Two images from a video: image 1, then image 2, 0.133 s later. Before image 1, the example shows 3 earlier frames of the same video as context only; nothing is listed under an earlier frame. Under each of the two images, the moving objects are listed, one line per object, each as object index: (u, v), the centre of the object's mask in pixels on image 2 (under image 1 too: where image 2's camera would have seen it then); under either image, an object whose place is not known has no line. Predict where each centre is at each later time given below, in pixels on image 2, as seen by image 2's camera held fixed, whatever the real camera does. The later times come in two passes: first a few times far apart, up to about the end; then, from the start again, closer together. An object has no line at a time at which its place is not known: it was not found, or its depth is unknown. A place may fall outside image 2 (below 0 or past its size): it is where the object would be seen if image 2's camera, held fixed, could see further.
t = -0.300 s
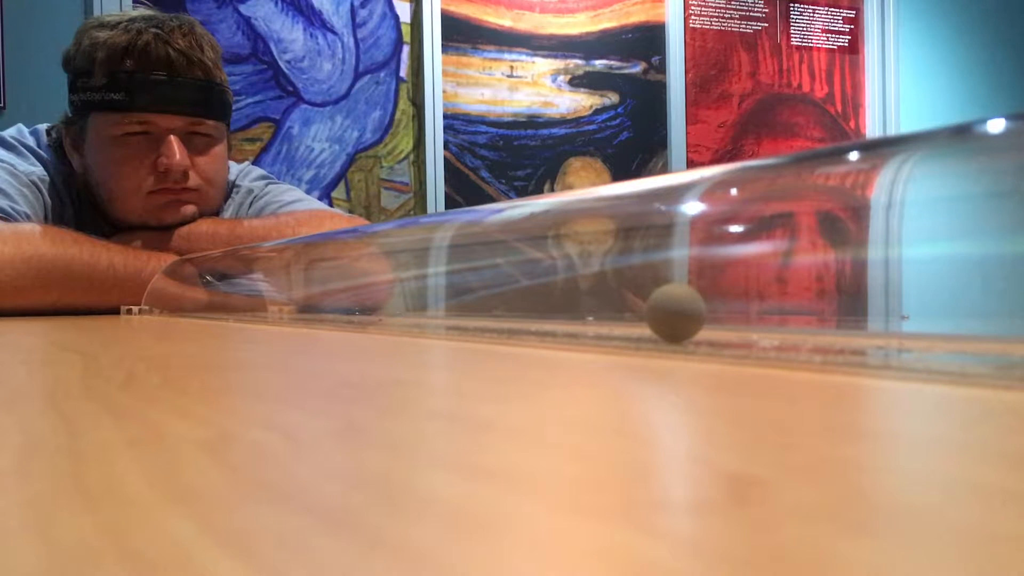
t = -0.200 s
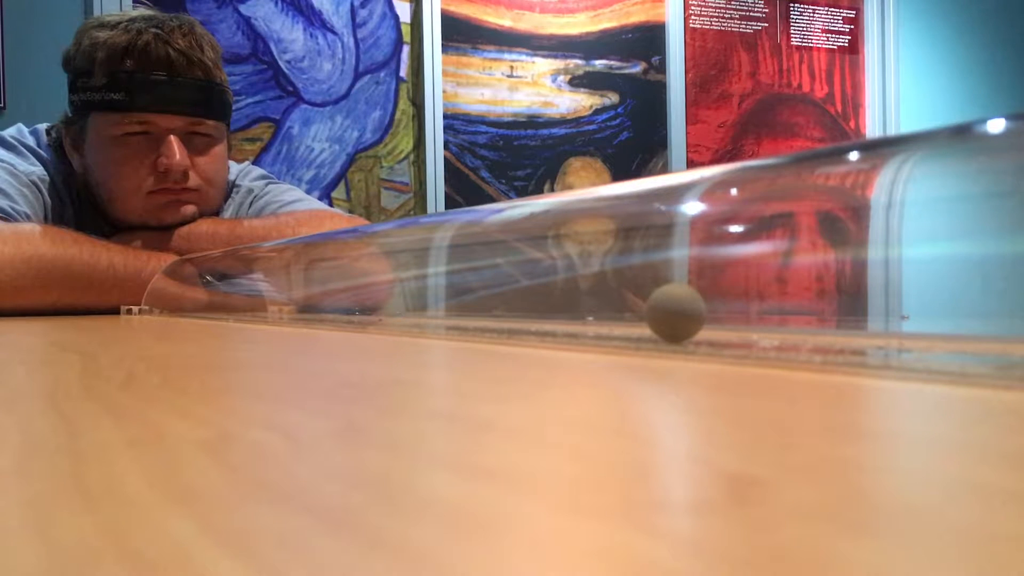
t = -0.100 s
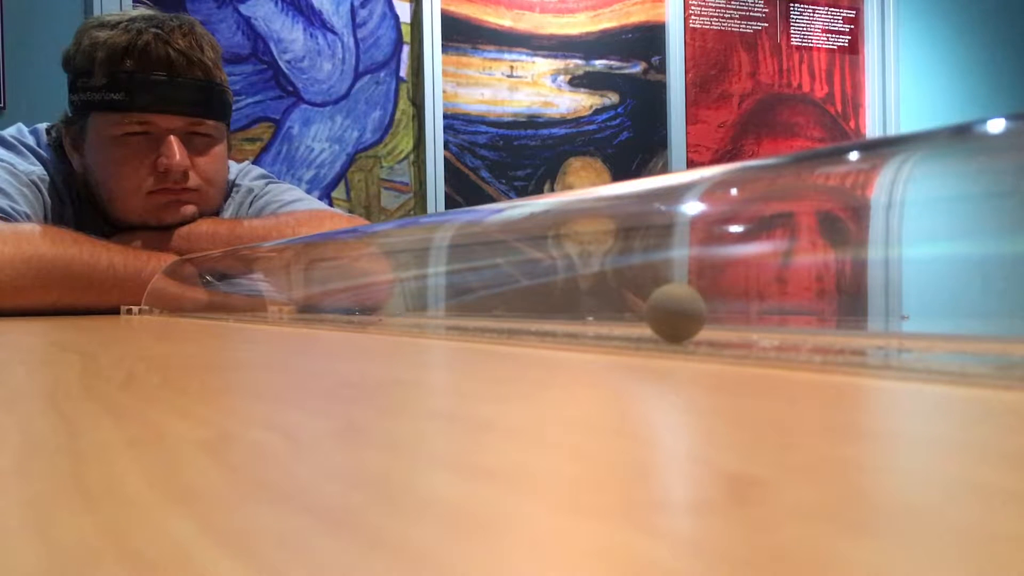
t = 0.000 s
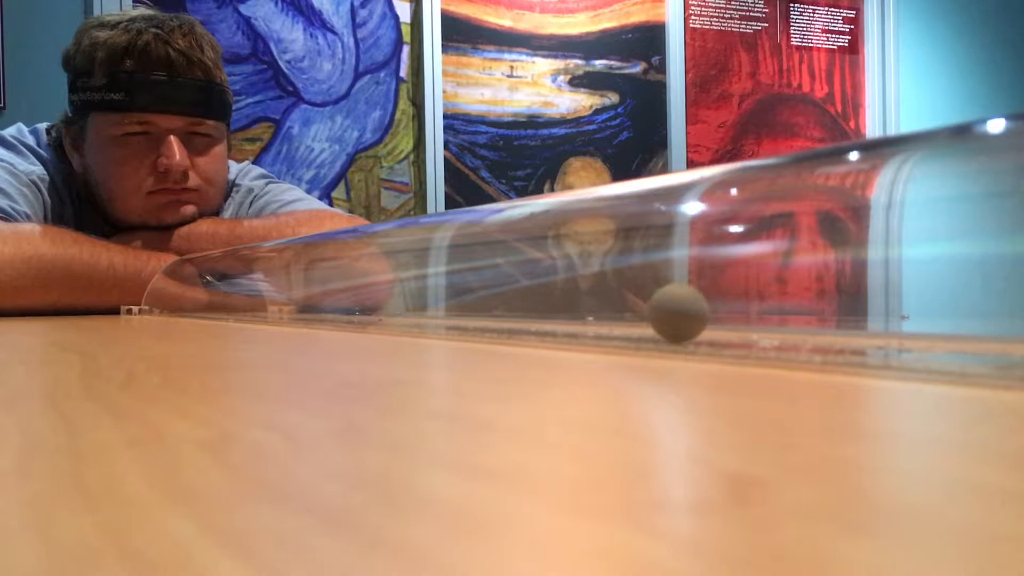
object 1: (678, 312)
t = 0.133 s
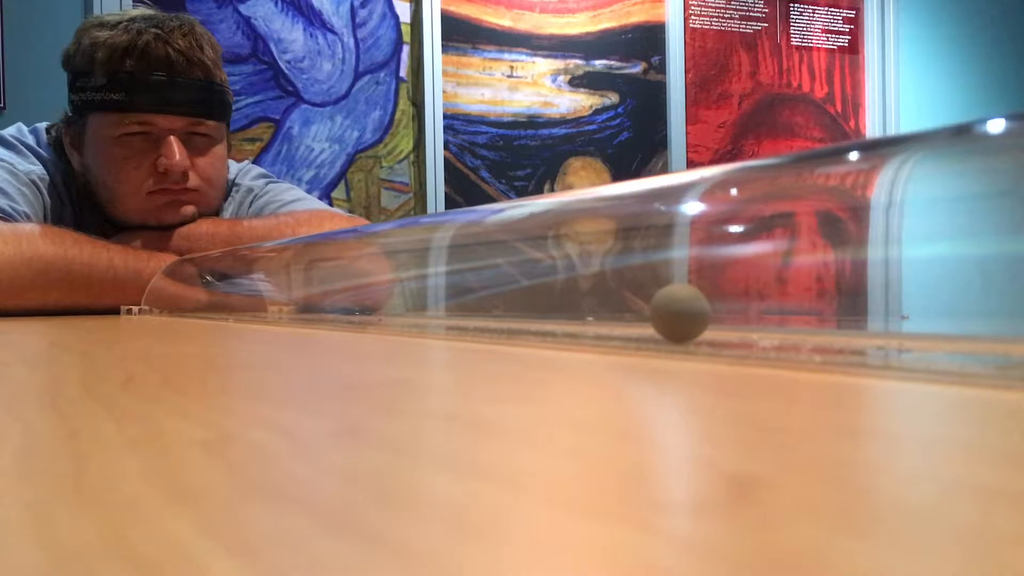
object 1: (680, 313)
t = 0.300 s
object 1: (684, 313)
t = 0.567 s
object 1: (692, 312)
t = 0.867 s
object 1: (695, 313)
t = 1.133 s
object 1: (699, 313)
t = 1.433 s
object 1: (699, 313)
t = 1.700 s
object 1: (694, 313)
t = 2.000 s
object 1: (695, 313)
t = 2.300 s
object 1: (699, 313)
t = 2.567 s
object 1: (703, 313)
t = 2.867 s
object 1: (712, 313)
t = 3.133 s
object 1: (711, 313)
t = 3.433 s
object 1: (709, 313)
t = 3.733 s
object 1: (699, 313)
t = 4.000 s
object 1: (699, 313)
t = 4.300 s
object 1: (699, 313)
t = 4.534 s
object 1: (713, 313)
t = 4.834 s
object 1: (721, 313)
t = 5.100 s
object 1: (732, 314)
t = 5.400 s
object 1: (738, 314)
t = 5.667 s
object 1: (749, 314)
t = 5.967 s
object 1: (762, 314)
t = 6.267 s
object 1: (787, 315)
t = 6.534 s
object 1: (798, 315)
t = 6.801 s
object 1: (823, 316)
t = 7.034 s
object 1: (835, 316)
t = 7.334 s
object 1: (846, 316)
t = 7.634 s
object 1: (853, 316)
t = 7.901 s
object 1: (857, 316)
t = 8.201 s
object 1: (859, 316)
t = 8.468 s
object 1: (860, 316)
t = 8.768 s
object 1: (855, 316)
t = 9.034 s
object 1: (850, 316)
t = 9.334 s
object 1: (848, 316)
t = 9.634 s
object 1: (853, 316)
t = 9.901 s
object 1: (871, 317)
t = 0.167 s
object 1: (681, 313)
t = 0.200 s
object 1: (682, 313)
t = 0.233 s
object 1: (683, 313)
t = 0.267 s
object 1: (684, 313)
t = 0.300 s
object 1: (684, 313)
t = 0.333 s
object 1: (684, 312)
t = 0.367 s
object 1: (685, 313)
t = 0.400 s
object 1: (686, 313)
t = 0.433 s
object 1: (688, 313)
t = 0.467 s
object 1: (688, 313)
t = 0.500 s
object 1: (689, 313)
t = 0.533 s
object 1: (690, 313)
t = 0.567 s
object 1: (692, 312)
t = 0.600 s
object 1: (693, 313)
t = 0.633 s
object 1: (693, 313)
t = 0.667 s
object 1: (693, 313)
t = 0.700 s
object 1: (694, 313)
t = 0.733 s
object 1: (694, 313)
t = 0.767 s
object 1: (694, 313)
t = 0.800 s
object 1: (694, 313)
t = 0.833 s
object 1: (695, 313)
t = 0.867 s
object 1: (695, 313)
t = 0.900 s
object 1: (697, 313)
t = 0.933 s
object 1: (698, 313)
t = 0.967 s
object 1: (698, 313)
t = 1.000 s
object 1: (698, 313)
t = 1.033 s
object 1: (698, 313)
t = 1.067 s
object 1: (698, 313)
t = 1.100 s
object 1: (699, 313)
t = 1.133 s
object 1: (699, 313)
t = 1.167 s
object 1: (699, 313)
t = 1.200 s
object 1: (699, 313)
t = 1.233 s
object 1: (699, 313)
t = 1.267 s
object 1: (699, 313)
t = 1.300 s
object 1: (698, 313)
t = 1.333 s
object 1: (699, 313)
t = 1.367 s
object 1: (698, 313)
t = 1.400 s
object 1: (699, 313)
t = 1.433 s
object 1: (699, 313)
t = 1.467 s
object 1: (699, 313)
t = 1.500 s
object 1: (698, 313)
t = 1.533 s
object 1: (698, 313)
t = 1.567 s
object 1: (698, 313)
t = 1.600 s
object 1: (698, 313)
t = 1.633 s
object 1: (695, 313)
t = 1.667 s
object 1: (694, 313)
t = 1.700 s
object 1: (694, 313)
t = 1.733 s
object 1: (694, 313)
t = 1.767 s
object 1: (694, 313)
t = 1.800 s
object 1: (694, 313)
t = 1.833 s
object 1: (694, 313)
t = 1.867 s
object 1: (694, 313)
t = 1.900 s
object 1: (694, 313)
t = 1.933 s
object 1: (694, 313)
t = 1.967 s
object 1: (695, 313)
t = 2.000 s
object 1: (695, 313)
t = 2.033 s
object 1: (695, 313)
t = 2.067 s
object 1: (696, 313)
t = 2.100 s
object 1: (699, 313)
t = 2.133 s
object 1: (699, 313)
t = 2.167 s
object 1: (698, 313)
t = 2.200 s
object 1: (698, 313)
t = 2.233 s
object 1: (698, 313)
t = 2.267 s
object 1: (699, 313)
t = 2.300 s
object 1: (699, 313)
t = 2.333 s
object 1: (699, 313)
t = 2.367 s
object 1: (700, 313)
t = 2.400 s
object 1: (701, 313)
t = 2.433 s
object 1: (702, 313)
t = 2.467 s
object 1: (702, 313)
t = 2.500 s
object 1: (702, 313)
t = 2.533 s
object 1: (702, 313)
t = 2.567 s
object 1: (703, 313)
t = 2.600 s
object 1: (703, 313)
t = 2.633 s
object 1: (706, 313)
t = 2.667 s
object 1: (708, 313)
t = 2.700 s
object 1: (712, 313)
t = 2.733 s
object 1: (712, 313)
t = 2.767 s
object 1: (710, 313)
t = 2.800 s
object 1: (710, 313)
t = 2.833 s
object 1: (711, 313)
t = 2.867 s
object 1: (712, 313)
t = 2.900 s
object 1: (711, 313)
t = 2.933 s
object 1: (712, 313)
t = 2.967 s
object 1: (712, 313)
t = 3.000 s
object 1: (711, 313)
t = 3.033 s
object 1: (711, 313)
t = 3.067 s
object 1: (712, 313)
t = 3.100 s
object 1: (711, 313)
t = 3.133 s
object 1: (711, 313)
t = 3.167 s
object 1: (711, 313)
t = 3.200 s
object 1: (711, 313)
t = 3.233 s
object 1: (711, 313)
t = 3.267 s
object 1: (710, 313)
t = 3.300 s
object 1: (710, 314)
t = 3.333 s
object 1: (709, 313)
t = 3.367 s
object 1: (709, 313)
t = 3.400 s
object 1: (710, 313)
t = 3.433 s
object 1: (709, 313)
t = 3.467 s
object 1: (709, 313)
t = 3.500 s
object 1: (708, 313)
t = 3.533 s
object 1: (706, 313)
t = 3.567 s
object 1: (699, 313)
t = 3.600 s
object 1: (699, 313)
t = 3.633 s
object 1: (700, 313)
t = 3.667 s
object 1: (700, 313)
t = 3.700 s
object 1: (699, 313)
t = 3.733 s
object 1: (699, 313)
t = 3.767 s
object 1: (699, 313)
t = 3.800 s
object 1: (699, 313)
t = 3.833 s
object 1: (699, 313)
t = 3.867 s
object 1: (699, 313)
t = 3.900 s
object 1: (699, 313)
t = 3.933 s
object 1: (699, 313)
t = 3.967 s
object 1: (699, 313)
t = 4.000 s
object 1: (699, 313)
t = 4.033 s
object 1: (699, 313)
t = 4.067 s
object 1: (699, 313)
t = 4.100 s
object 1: (699, 313)
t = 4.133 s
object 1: (699, 313)
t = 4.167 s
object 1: (699, 313)
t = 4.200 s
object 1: (699, 313)
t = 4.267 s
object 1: (699, 313)
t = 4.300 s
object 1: (699, 313)
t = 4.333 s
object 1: (699, 313)
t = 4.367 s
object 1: (702, 313)
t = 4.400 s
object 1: (704, 313)
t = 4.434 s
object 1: (705, 313)
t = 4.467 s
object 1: (711, 313)
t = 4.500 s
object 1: (713, 313)
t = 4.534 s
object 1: (713, 313)
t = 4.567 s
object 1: (713, 313)
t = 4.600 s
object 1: (713, 313)
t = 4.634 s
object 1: (714, 313)
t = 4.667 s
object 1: (716, 313)
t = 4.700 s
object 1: (717, 313)
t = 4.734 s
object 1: (719, 313)
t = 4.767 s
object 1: (719, 313)
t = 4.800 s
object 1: (720, 313)
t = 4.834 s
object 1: (721, 313)
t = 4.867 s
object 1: (722, 313)
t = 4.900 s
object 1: (723, 313)
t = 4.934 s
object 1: (726, 313)
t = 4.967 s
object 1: (728, 314)
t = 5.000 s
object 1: (728, 313)
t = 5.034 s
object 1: (729, 314)
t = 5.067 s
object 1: (731, 314)
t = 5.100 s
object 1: (732, 314)
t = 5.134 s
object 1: (732, 314)
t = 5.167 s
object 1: (733, 314)
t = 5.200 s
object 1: (734, 314)
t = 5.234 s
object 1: (735, 314)
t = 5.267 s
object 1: (736, 314)
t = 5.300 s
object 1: (736, 314)
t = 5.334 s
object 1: (737, 314)
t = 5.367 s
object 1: (737, 314)
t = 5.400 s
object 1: (738, 314)
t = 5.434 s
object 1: (738, 314)
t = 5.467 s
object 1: (739, 314)
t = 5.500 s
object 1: (739, 314)
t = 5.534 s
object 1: (740, 314)
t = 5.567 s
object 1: (741, 314)
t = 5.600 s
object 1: (745, 314)
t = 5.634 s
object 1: (746, 314)
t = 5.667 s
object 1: (749, 314)
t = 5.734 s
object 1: (751, 314)
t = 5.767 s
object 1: (752, 314)
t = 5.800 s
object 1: (754, 314)
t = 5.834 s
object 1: (756, 314)
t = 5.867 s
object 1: (759, 314)
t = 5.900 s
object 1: (759, 314)
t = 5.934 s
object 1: (760, 314)
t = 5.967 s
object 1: (762, 314)
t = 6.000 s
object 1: (766, 314)
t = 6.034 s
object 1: (768, 314)
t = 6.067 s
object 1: (771, 314)
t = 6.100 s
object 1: (772, 315)
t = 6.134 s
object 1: (772, 314)
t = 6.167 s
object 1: (774, 314)
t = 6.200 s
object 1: (776, 314)
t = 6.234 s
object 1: (782, 314)
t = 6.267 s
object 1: (787, 315)
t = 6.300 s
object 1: (789, 315)
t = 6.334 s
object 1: (788, 315)
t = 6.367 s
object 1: (788, 315)
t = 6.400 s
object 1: (790, 315)
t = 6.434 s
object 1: (797, 315)
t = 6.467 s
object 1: (799, 315)
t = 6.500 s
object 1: (798, 315)
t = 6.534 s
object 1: (798, 315)
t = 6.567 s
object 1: (801, 315)
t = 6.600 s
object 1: (803, 315)
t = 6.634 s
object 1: (810, 315)
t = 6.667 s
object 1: (812, 315)
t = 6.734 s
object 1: (817, 316)
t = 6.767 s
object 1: (820, 315)
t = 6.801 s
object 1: (823, 316)
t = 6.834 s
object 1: (823, 316)
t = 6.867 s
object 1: (823, 316)
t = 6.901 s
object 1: (826, 316)
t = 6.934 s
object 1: (830, 316)
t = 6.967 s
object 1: (831, 316)
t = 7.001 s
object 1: (833, 316)
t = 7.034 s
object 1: (835, 316)
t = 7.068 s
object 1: (835, 316)
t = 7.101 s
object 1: (836, 316)
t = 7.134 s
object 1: (837, 316)
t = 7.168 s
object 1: (841, 316)
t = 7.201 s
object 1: (842, 316)
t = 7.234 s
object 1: (842, 316)
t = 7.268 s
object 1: (842, 316)
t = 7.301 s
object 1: (844, 316)
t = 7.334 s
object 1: (846, 316)
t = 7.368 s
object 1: (848, 316)
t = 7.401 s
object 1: (849, 316)
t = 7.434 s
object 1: (849, 316)
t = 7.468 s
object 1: (849, 316)
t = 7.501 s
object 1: (850, 316)
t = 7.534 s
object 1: (850, 316)
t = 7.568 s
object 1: (851, 316)
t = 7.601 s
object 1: (852, 316)
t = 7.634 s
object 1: (853, 316)
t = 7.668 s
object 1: (853, 316)
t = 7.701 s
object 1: (855, 316)
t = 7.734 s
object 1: (855, 316)
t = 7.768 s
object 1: (856, 316)
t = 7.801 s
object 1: (856, 316)
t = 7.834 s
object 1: (857, 316)
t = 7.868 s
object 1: (857, 316)
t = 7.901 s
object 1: (857, 316)
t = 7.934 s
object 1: (857, 316)
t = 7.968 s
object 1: (858, 316)
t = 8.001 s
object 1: (858, 316)
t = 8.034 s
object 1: (858, 316)
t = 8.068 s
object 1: (858, 316)
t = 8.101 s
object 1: (859, 316)
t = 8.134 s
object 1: (859, 316)
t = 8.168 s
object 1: (859, 316)
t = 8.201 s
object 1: (859, 316)
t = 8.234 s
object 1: (859, 316)
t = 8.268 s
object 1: (859, 316)
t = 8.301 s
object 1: (859, 316)
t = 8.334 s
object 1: (859, 316)
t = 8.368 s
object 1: (859, 316)
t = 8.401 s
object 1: (859, 316)
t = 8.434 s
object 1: (859, 316)
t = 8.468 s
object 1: (860, 316)
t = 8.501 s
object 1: (859, 316)
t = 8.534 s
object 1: (859, 316)
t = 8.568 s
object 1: (859, 316)
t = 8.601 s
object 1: (858, 316)
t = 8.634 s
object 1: (857, 316)
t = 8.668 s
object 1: (856, 316)
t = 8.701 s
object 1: (855, 316)
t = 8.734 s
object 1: (855, 316)
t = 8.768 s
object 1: (855, 316)
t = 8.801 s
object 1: (854, 316)
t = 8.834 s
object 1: (854, 316)
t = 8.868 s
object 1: (853, 316)
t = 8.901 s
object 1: (853, 316)
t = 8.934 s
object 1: (852, 316)
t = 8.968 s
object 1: (852, 316)
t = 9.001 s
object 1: (851, 316)
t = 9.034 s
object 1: (850, 316)
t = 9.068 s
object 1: (850, 316)
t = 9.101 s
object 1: (850, 316)
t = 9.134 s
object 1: (849, 316)
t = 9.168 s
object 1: (849, 316)
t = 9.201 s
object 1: (849, 316)
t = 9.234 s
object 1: (849, 316)
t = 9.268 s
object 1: (849, 316)
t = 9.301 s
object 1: (848, 316)
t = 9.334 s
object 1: (848, 316)
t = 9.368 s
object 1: (848, 316)
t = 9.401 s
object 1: (848, 316)
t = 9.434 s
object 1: (848, 316)
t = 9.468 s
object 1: (848, 316)
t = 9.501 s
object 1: (848, 316)
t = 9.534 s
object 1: (849, 316)
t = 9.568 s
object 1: (850, 316)
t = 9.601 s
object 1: (851, 316)
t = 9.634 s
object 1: (853, 316)
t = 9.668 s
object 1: (855, 316)
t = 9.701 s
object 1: (859, 316)
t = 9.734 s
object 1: (861, 316)
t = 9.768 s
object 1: (865, 316)
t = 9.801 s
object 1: (866, 316)
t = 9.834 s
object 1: (867, 317)
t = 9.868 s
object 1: (868, 316)
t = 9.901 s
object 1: (871, 317)
